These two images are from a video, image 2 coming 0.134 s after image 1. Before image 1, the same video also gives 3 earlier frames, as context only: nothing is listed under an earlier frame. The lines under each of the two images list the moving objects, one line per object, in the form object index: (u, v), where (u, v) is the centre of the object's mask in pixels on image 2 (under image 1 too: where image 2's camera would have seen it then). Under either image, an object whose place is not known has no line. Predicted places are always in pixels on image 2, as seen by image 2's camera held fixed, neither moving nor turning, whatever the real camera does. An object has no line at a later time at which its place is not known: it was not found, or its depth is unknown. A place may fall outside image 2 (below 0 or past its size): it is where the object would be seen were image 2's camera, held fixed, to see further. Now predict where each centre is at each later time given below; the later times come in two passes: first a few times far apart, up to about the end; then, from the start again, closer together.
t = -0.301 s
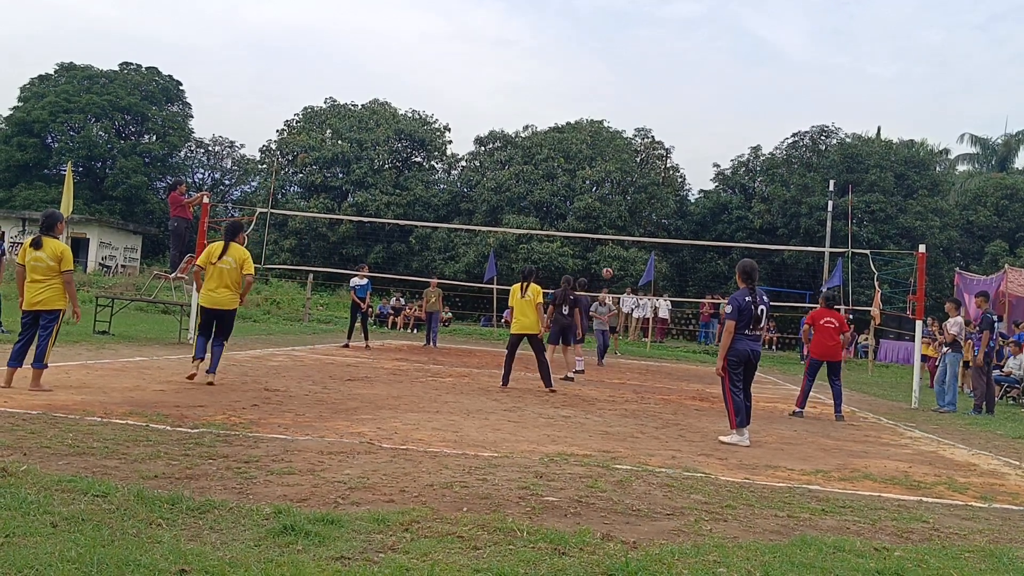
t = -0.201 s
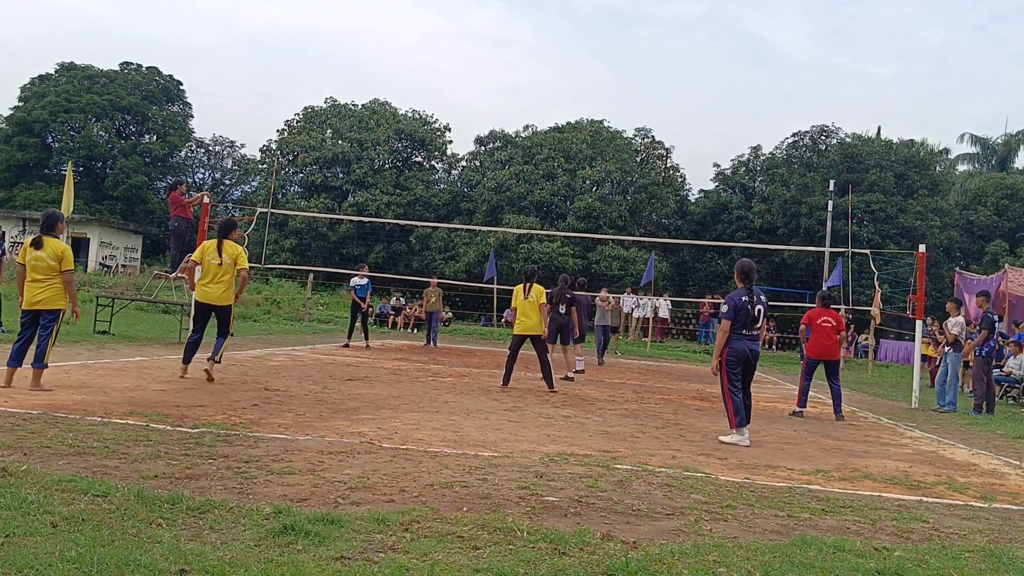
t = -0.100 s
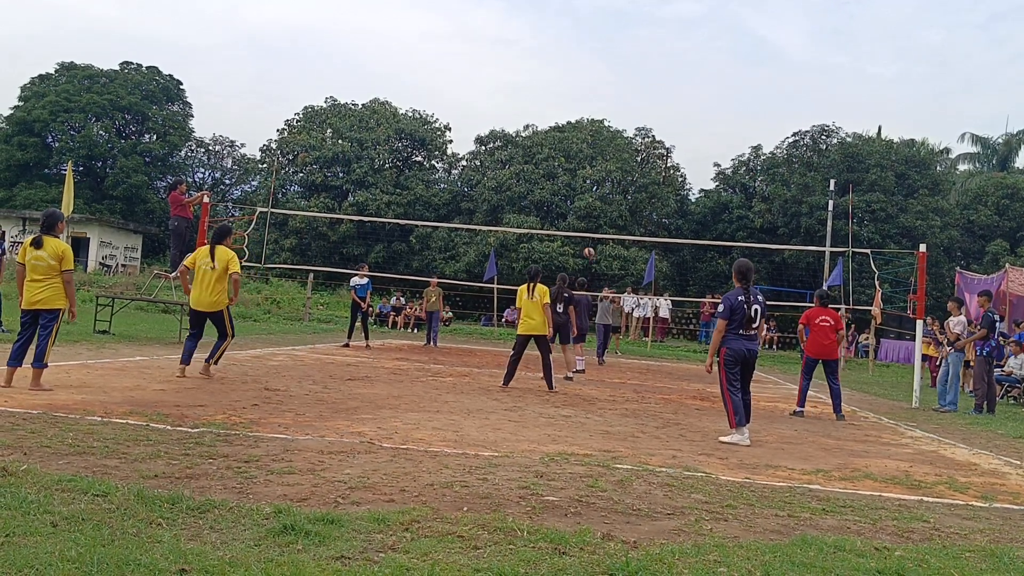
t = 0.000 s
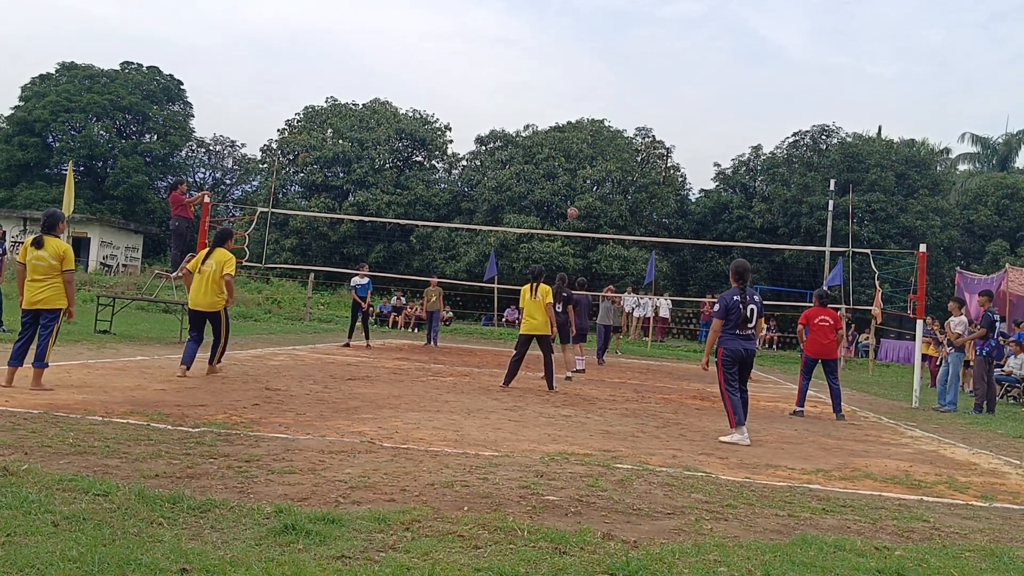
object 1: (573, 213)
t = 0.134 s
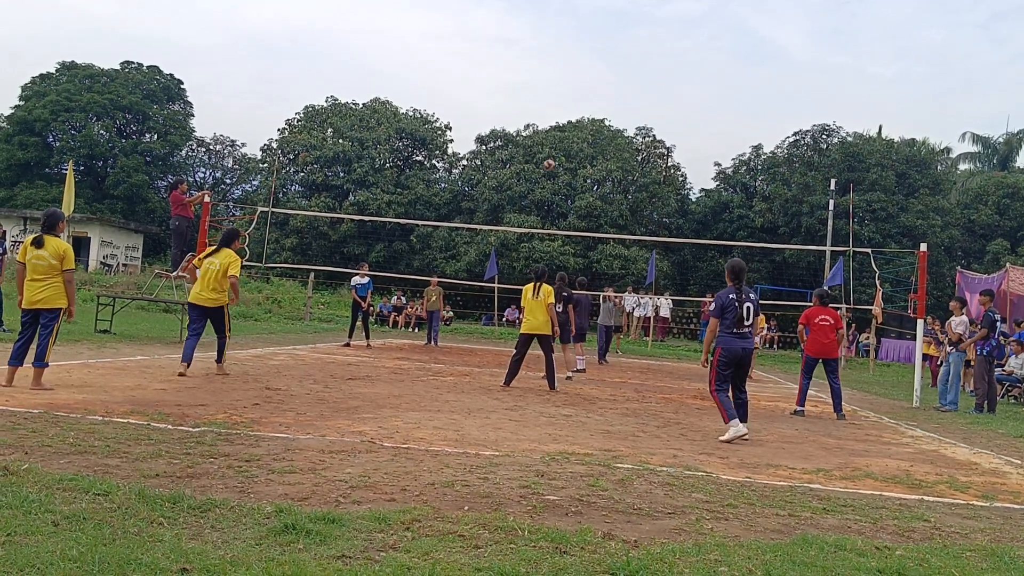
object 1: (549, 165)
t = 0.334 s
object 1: (509, 107)
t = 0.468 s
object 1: (479, 79)
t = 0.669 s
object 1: (430, 51)
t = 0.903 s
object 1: (367, 46)
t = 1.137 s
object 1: (295, 72)
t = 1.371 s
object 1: (215, 136)
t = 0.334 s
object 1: (509, 107)
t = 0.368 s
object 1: (502, 99)
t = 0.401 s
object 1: (494, 92)
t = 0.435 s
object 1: (487, 85)
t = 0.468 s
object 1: (479, 79)
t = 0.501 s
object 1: (471, 73)
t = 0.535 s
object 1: (463, 67)
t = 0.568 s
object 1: (455, 63)
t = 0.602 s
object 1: (447, 58)
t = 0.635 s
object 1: (439, 54)
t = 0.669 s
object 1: (430, 51)
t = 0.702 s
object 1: (422, 49)
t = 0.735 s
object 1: (413, 47)
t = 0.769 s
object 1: (404, 45)
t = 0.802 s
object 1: (395, 44)
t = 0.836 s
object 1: (386, 44)
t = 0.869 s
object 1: (376, 45)
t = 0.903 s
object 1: (367, 46)
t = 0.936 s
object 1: (357, 48)
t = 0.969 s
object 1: (347, 50)
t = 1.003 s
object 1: (337, 53)
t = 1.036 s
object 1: (327, 57)
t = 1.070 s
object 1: (316, 61)
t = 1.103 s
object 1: (306, 66)
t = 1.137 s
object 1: (295, 72)
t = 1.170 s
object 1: (284, 79)
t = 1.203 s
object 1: (273, 87)
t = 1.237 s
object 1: (262, 95)
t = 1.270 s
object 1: (250, 104)
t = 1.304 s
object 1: (238, 114)
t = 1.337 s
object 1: (227, 125)
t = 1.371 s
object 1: (215, 136)
